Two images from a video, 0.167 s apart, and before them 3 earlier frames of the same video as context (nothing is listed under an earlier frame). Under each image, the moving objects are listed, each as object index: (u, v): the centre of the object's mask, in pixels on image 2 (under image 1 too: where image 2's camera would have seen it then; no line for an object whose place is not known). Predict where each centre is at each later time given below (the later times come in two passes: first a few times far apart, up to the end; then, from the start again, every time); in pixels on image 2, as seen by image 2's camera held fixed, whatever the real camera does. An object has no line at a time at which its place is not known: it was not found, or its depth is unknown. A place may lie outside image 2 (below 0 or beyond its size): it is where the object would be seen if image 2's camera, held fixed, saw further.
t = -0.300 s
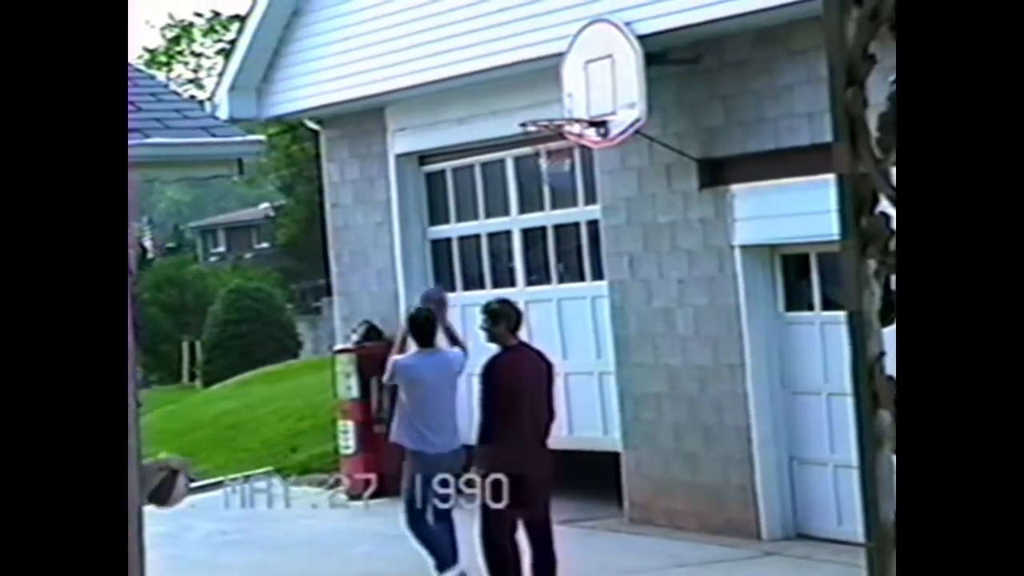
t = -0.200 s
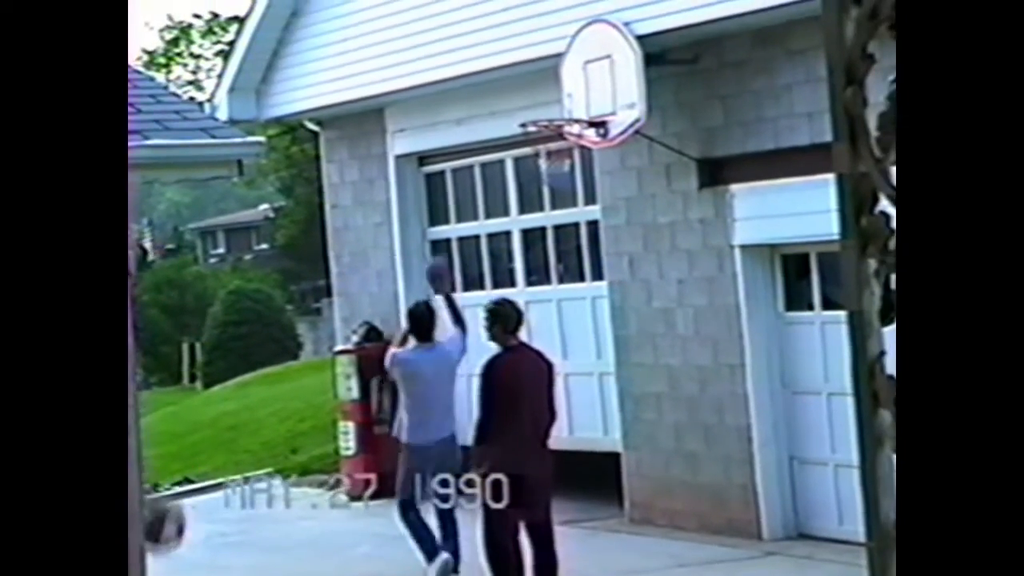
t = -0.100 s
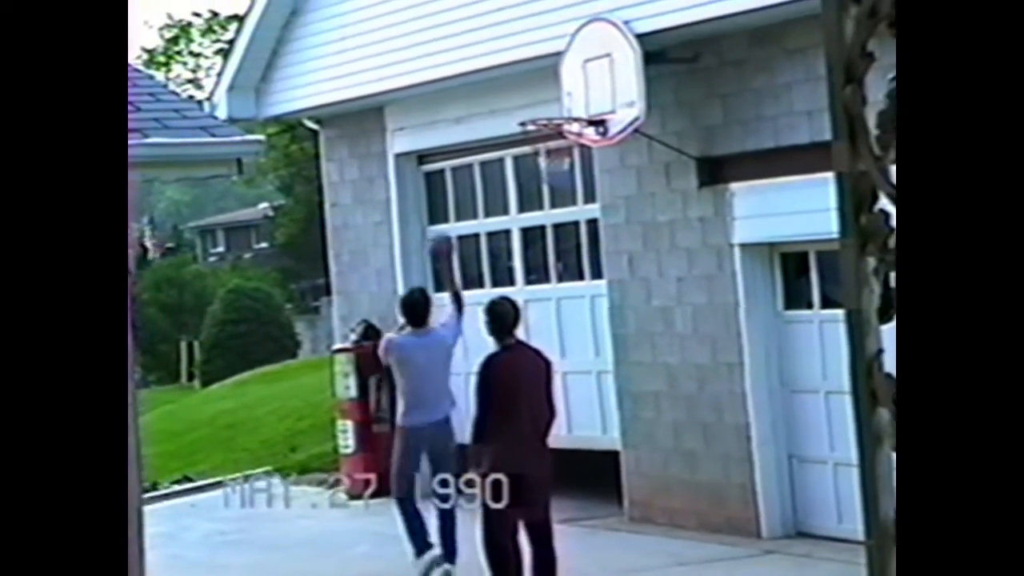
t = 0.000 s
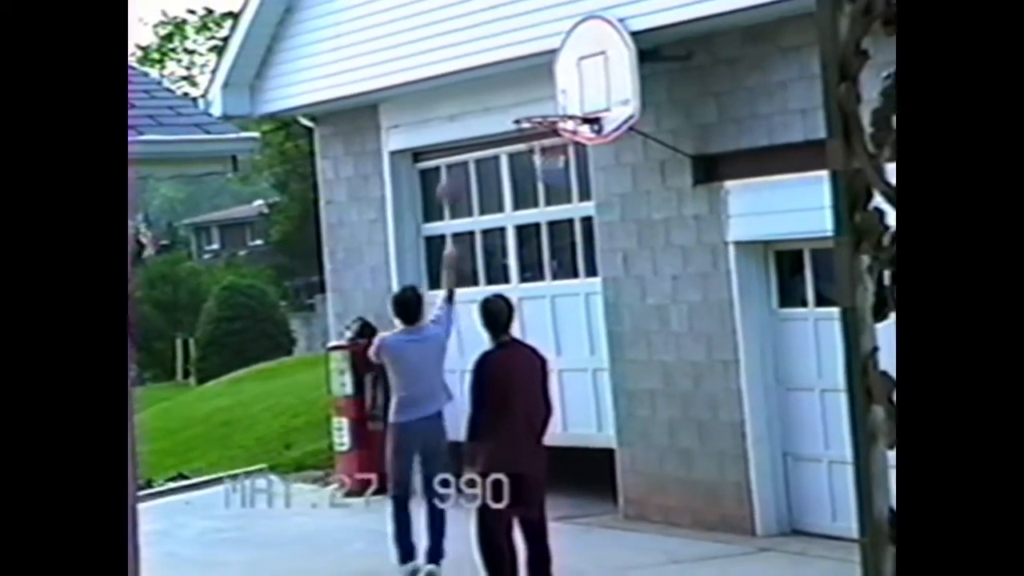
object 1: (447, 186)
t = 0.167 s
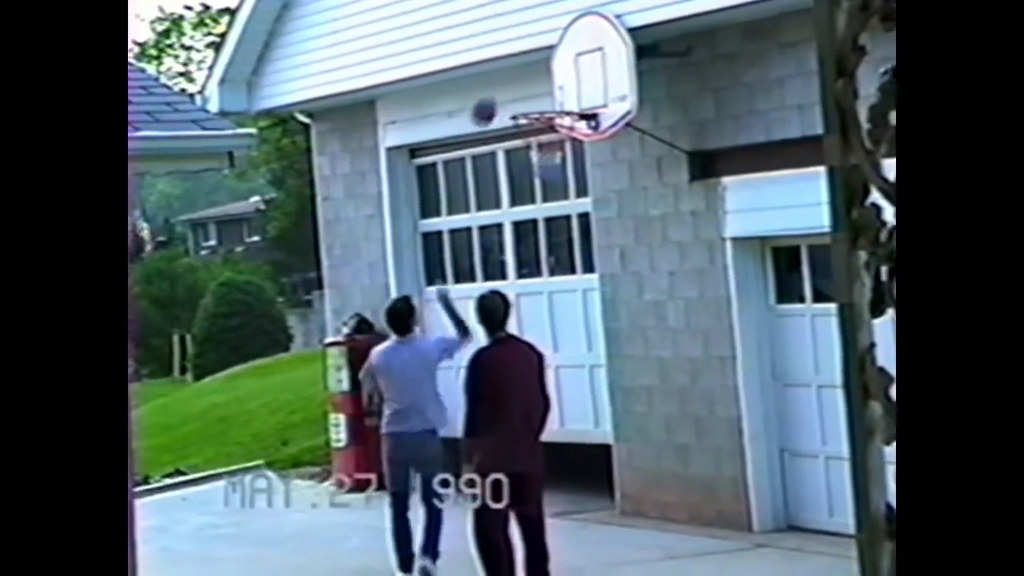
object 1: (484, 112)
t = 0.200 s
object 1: (491, 102)
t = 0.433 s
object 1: (542, 84)
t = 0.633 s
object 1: (575, 90)
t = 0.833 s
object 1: (598, 112)
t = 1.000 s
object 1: (589, 147)
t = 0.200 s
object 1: (491, 102)
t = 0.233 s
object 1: (499, 96)
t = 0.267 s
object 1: (506, 89)
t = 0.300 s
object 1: (513, 84)
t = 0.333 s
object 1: (520, 82)
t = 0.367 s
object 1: (527, 82)
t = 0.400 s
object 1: (535, 82)
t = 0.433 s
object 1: (542, 84)
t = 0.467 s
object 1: (550, 88)
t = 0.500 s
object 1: (557, 92)
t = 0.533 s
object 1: (564, 98)
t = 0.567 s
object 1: (568, 96)
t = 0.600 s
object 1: (571, 91)
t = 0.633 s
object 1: (575, 90)
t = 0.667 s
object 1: (578, 89)
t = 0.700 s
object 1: (582, 91)
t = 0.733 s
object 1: (585, 93)
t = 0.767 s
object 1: (589, 98)
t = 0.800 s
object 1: (593, 103)
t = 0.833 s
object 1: (598, 112)
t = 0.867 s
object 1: (597, 117)
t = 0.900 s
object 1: (594, 121)
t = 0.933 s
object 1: (592, 127)
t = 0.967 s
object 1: (590, 132)
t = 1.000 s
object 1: (589, 147)
